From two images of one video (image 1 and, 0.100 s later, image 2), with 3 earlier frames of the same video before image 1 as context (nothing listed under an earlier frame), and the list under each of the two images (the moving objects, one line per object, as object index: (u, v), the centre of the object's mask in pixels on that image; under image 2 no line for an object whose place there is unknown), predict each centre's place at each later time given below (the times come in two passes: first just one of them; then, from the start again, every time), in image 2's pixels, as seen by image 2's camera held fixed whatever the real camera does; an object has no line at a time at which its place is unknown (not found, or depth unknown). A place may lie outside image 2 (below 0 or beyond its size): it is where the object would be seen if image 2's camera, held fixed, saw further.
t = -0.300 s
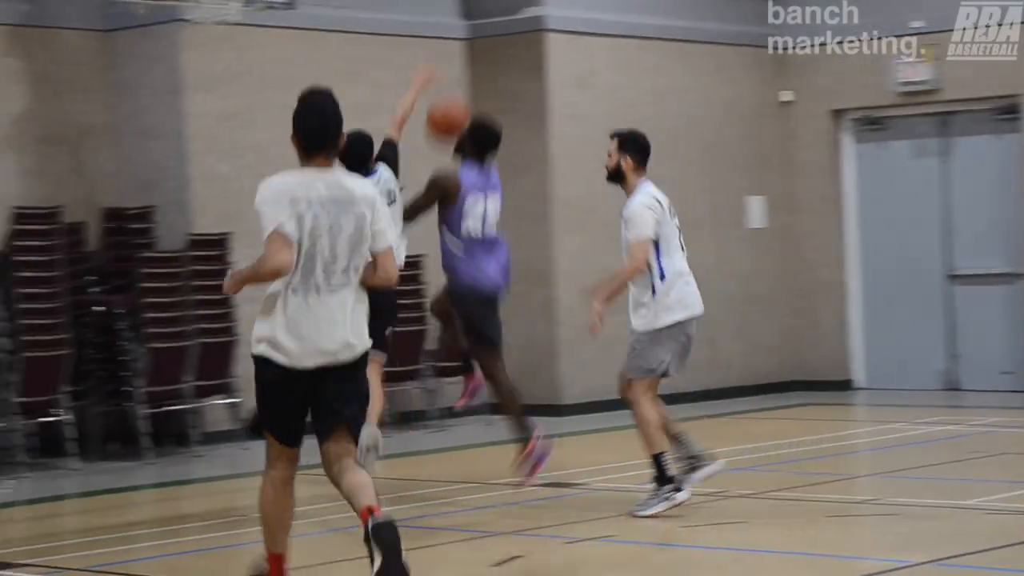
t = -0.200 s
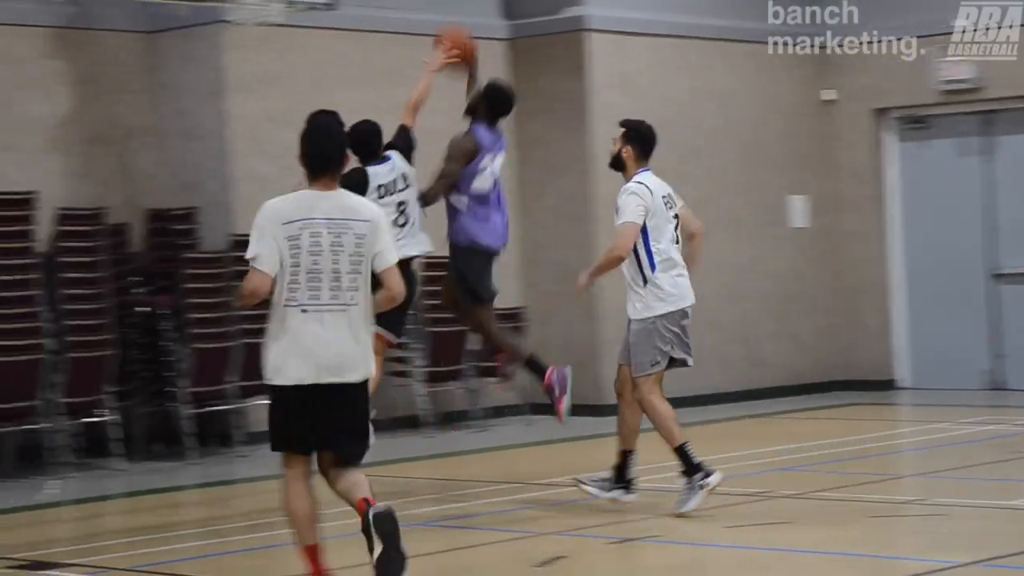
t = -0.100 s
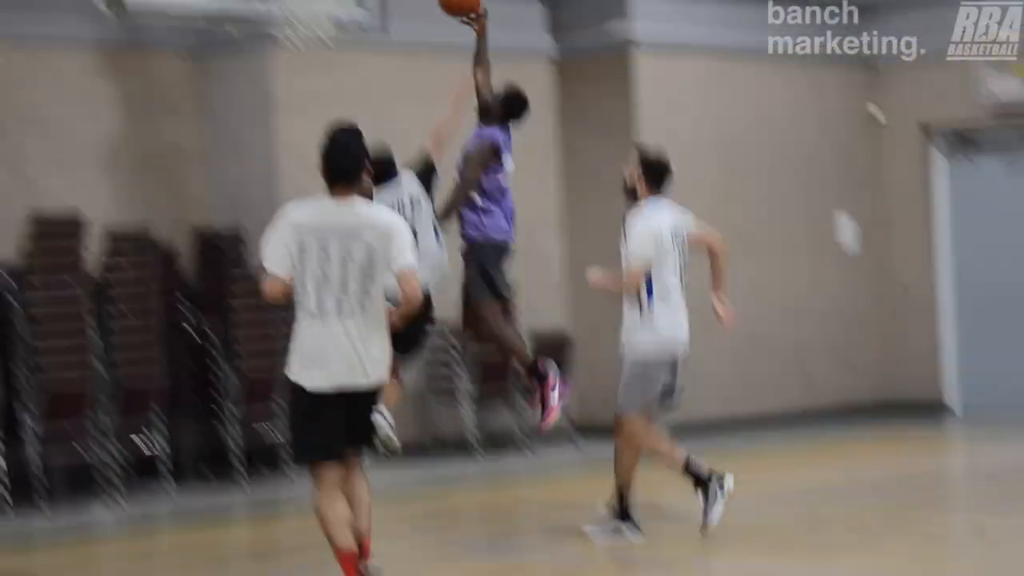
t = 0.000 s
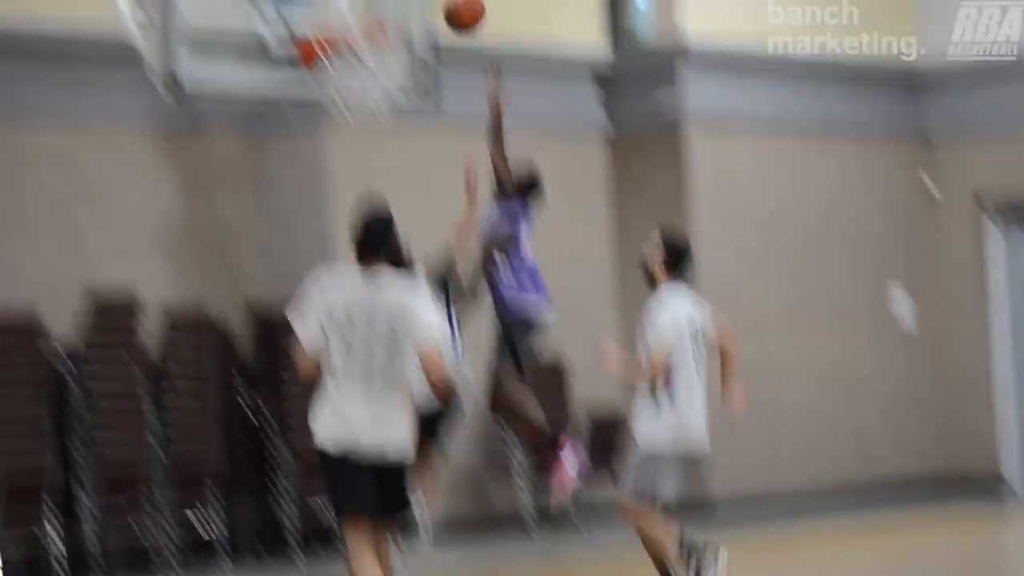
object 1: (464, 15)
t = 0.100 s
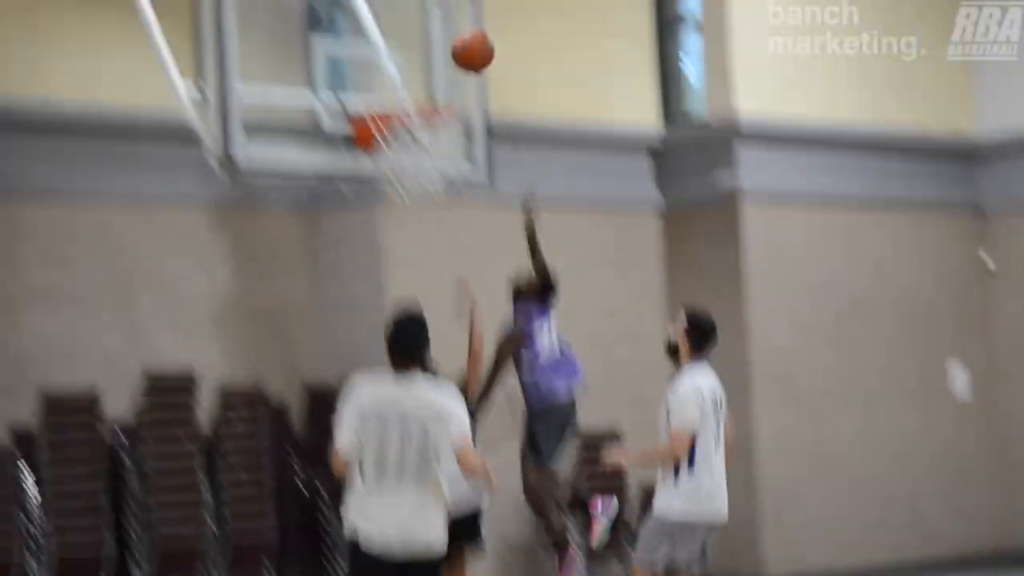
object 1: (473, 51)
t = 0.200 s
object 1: (429, 33)
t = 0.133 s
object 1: (458, 42)
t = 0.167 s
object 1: (444, 36)
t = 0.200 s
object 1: (429, 33)
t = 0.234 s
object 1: (415, 30)
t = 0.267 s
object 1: (409, 27)
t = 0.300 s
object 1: (407, 26)
